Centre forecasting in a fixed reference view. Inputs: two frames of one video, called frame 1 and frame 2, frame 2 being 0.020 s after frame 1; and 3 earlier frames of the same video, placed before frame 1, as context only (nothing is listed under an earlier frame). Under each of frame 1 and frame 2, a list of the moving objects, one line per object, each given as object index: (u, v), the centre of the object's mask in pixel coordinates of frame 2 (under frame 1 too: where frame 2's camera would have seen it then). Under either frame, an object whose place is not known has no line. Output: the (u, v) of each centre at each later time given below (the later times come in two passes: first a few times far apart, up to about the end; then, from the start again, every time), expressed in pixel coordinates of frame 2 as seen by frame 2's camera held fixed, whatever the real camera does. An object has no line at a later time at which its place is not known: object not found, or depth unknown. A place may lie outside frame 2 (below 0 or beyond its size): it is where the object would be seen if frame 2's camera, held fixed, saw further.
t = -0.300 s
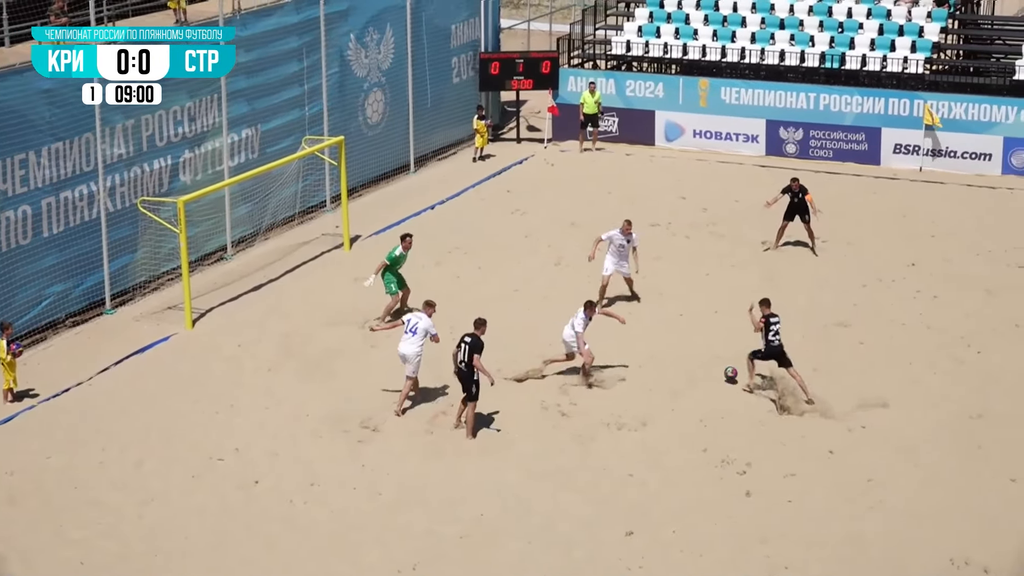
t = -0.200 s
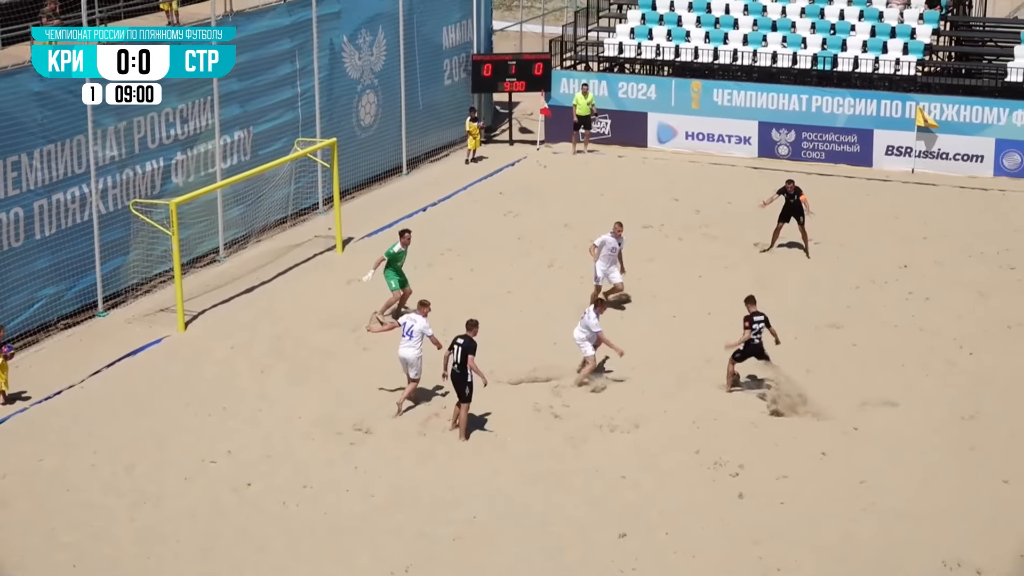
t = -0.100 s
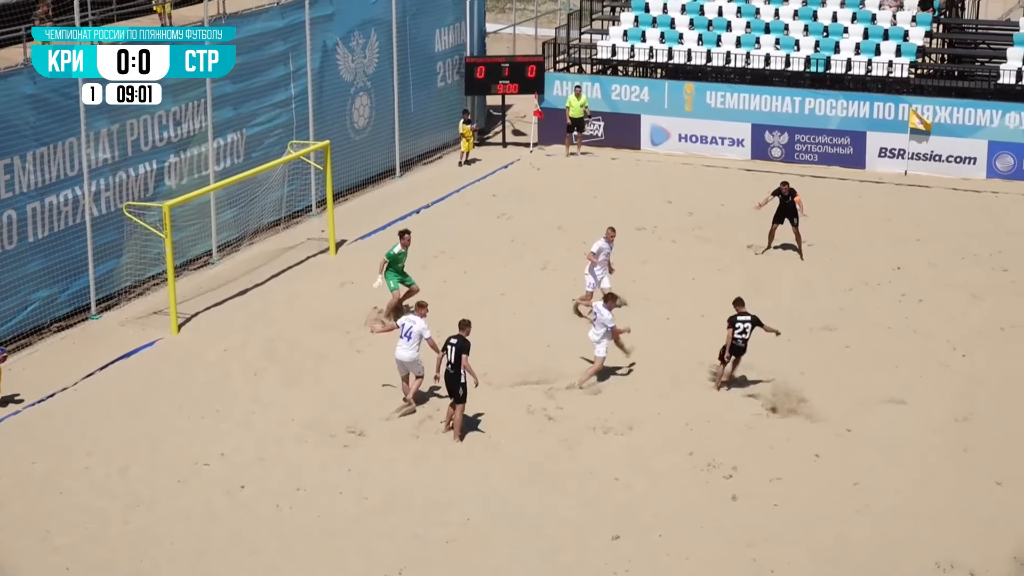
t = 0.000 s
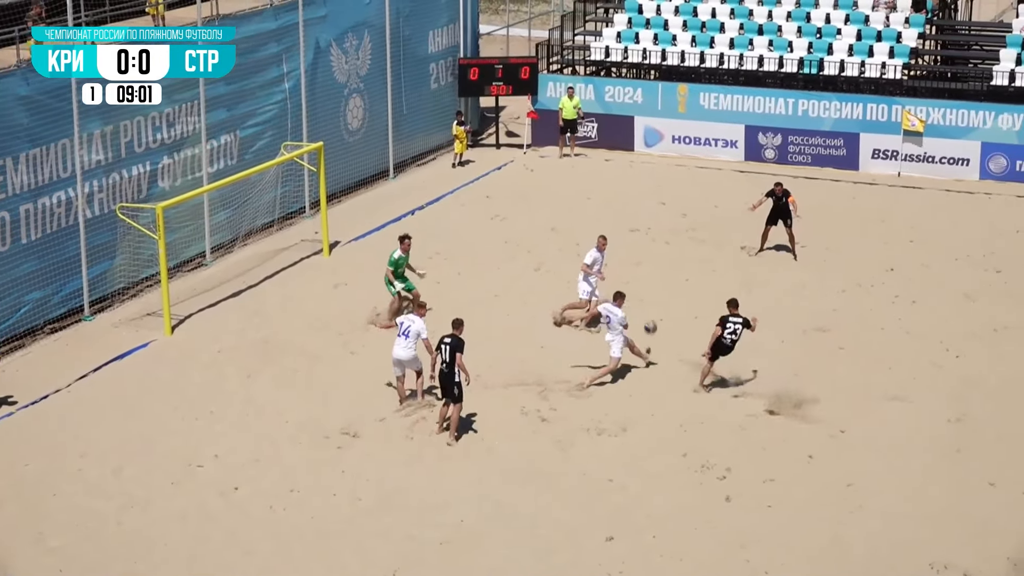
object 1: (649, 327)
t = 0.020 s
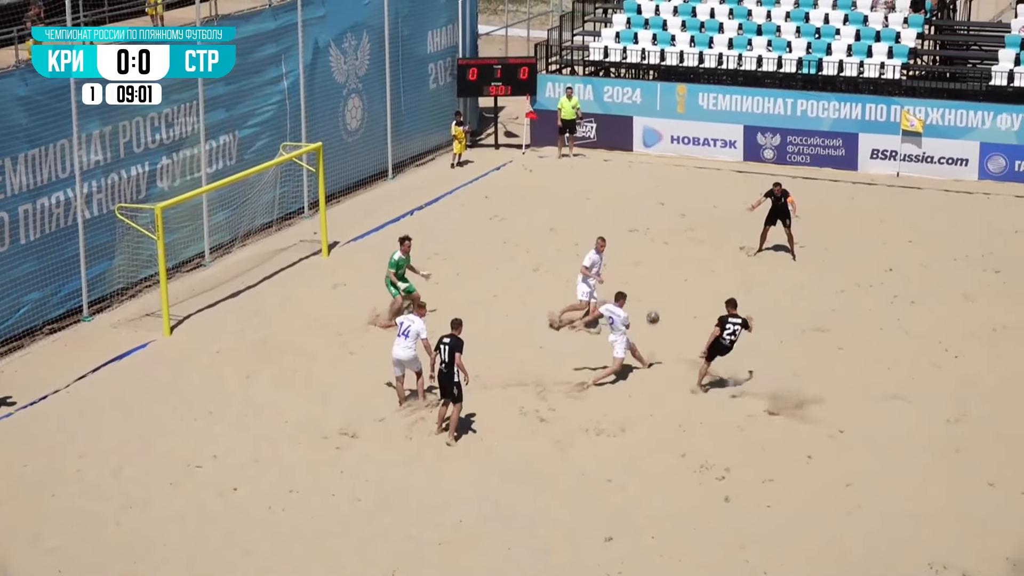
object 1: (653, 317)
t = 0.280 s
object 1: (691, 207)
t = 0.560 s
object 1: (726, 133)
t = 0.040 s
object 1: (656, 307)
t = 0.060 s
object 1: (659, 297)
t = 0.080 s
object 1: (662, 288)
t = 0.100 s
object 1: (665, 279)
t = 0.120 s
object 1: (668, 271)
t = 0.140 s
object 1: (671, 262)
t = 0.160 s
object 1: (674, 253)
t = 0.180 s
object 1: (677, 245)
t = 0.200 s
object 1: (679, 236)
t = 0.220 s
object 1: (682, 229)
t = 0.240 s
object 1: (685, 222)
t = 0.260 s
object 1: (688, 214)
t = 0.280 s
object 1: (691, 207)
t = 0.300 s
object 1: (693, 201)
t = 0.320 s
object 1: (696, 194)
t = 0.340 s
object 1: (698, 188)
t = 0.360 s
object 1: (701, 181)
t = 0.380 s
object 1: (703, 175)
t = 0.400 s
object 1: (706, 170)
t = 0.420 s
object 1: (709, 164)
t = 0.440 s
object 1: (711, 159)
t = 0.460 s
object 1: (714, 154)
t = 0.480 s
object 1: (716, 150)
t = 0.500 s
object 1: (719, 145)
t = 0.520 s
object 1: (721, 141)
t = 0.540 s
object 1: (723, 137)
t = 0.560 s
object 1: (726, 133)
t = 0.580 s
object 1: (728, 129)
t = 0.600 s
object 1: (730, 126)
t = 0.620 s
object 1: (733, 123)
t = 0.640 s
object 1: (735, 120)
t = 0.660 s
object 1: (738, 118)
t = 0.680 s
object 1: (740, 115)
